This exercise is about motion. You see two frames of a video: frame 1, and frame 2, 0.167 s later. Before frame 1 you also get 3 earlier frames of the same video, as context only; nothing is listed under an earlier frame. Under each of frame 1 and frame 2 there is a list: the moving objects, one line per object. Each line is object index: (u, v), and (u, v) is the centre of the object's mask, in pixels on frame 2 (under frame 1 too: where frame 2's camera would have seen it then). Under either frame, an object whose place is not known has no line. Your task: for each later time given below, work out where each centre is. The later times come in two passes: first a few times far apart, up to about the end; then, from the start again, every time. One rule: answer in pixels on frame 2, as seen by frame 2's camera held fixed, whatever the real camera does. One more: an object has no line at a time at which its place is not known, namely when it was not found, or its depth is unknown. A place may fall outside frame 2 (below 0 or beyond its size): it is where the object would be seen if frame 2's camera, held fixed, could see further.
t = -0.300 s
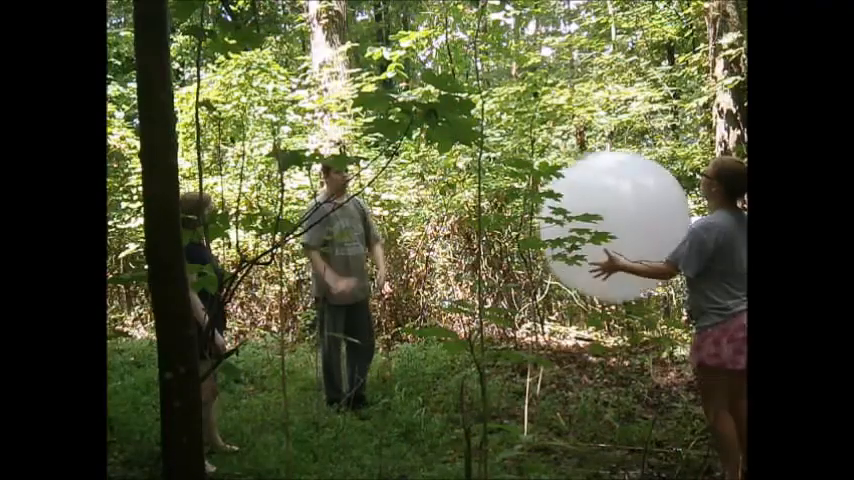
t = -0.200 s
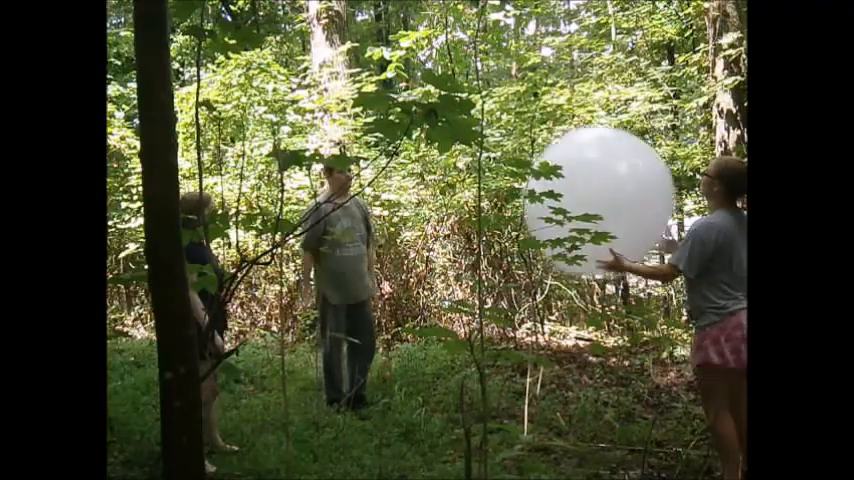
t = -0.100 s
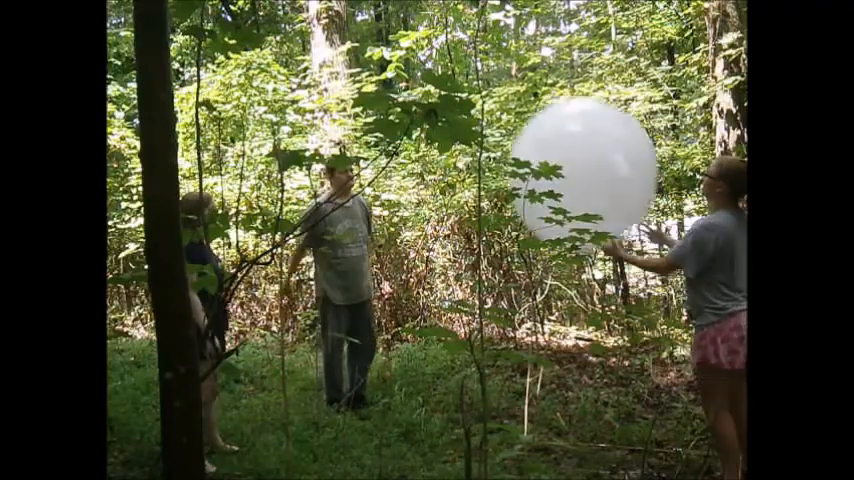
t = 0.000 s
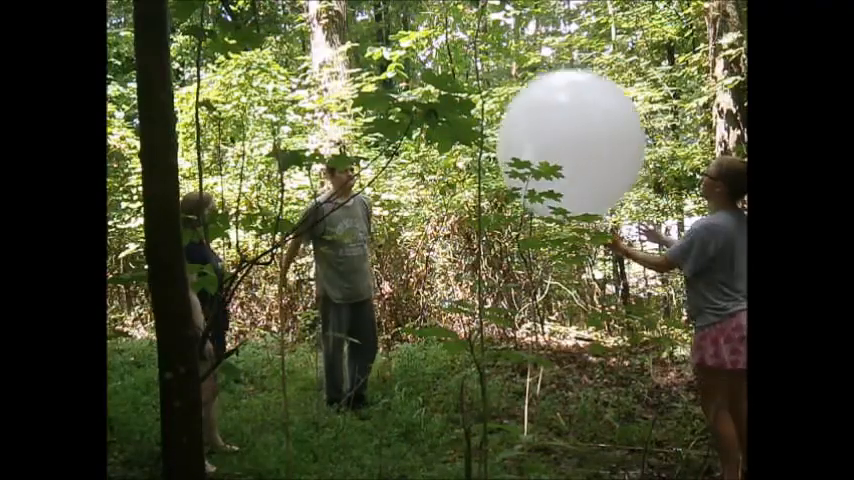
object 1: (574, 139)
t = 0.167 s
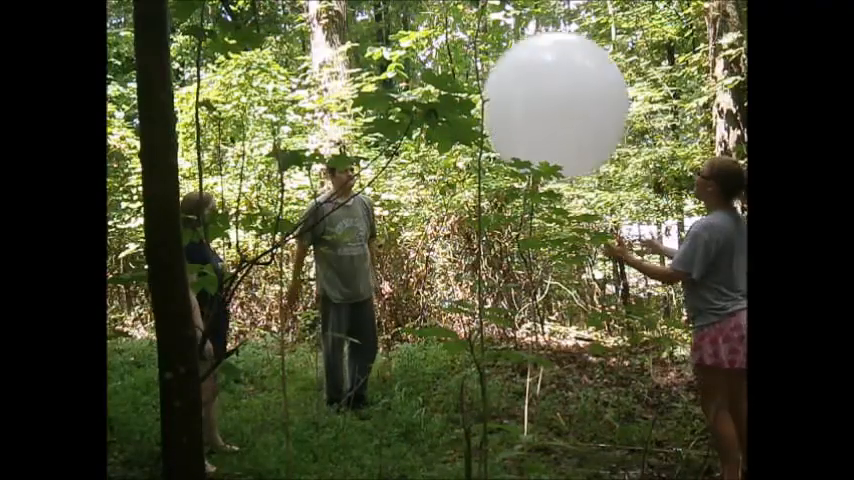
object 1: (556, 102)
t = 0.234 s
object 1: (550, 93)
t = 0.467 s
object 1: (531, 70)
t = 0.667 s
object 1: (504, 69)
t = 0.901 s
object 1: (483, 91)
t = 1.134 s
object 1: (470, 150)
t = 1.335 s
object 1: (452, 187)
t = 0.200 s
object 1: (553, 98)
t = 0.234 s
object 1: (550, 93)
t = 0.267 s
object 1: (547, 88)
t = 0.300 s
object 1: (543, 83)
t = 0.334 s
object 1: (540, 79)
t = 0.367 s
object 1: (539, 75)
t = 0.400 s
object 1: (536, 72)
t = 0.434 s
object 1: (534, 71)
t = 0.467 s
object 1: (531, 70)
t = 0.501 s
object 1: (529, 69)
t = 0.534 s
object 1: (526, 69)
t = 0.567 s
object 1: (523, 69)
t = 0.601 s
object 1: (512, 68)
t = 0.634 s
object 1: (507, 69)
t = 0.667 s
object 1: (504, 69)
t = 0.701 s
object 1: (502, 71)
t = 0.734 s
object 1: (499, 72)
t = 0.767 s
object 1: (497, 75)
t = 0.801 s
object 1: (491, 77)
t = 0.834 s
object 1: (490, 80)
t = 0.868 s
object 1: (486, 86)
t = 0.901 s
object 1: (483, 91)
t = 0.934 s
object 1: (485, 90)
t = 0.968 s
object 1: (478, 104)
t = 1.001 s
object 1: (477, 110)
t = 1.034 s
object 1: (475, 117)
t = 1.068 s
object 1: (478, 121)
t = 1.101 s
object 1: (474, 146)
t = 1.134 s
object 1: (470, 150)
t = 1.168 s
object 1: (467, 153)
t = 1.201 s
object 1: (463, 164)
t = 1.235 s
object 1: (460, 170)
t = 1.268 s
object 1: (458, 175)
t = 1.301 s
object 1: (455, 181)
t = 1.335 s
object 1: (452, 187)
